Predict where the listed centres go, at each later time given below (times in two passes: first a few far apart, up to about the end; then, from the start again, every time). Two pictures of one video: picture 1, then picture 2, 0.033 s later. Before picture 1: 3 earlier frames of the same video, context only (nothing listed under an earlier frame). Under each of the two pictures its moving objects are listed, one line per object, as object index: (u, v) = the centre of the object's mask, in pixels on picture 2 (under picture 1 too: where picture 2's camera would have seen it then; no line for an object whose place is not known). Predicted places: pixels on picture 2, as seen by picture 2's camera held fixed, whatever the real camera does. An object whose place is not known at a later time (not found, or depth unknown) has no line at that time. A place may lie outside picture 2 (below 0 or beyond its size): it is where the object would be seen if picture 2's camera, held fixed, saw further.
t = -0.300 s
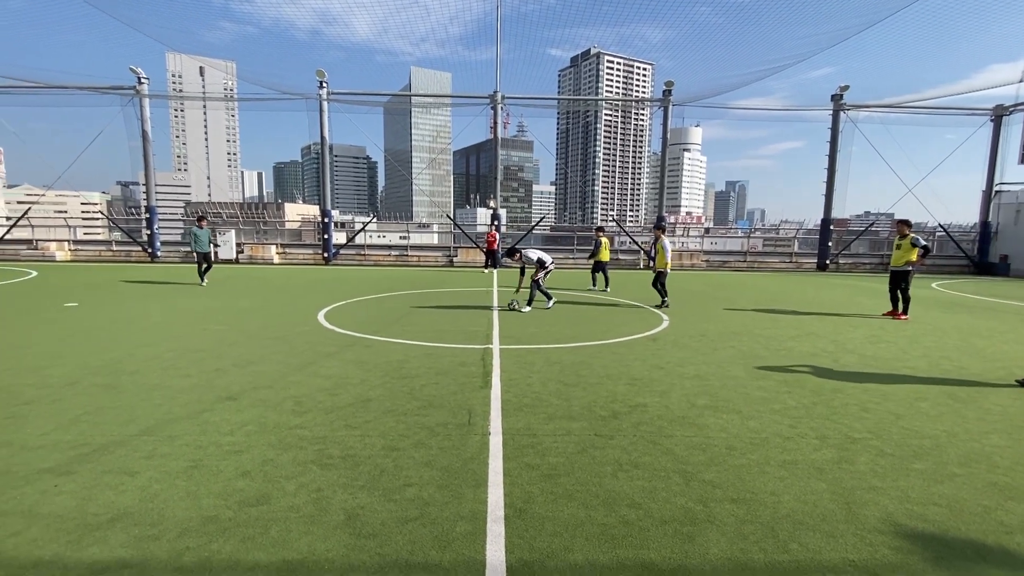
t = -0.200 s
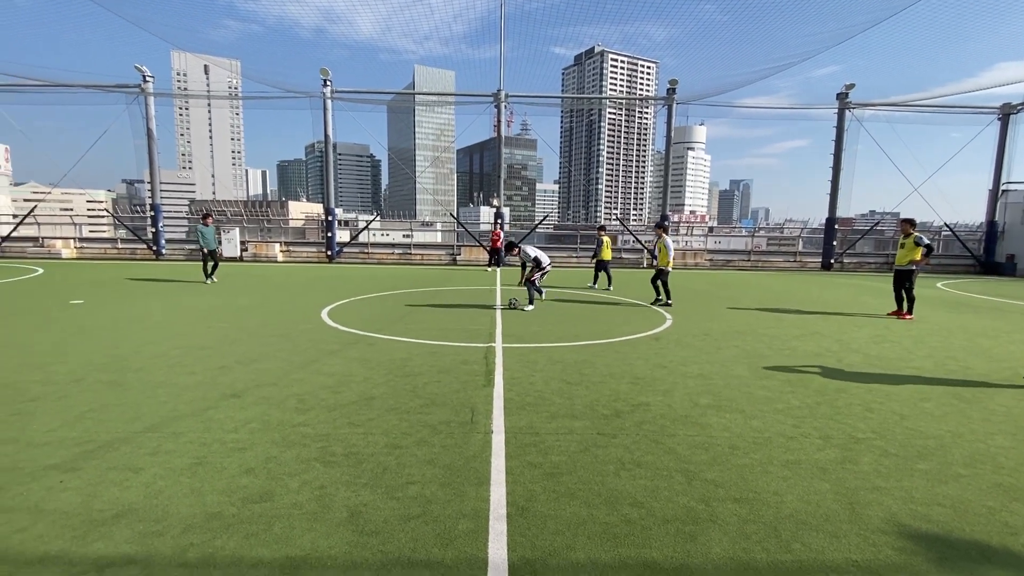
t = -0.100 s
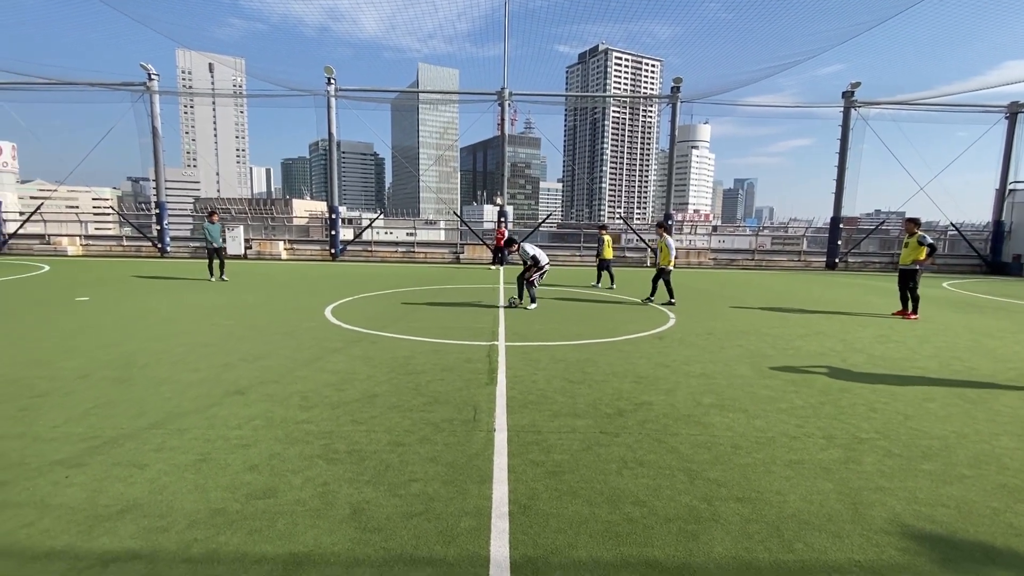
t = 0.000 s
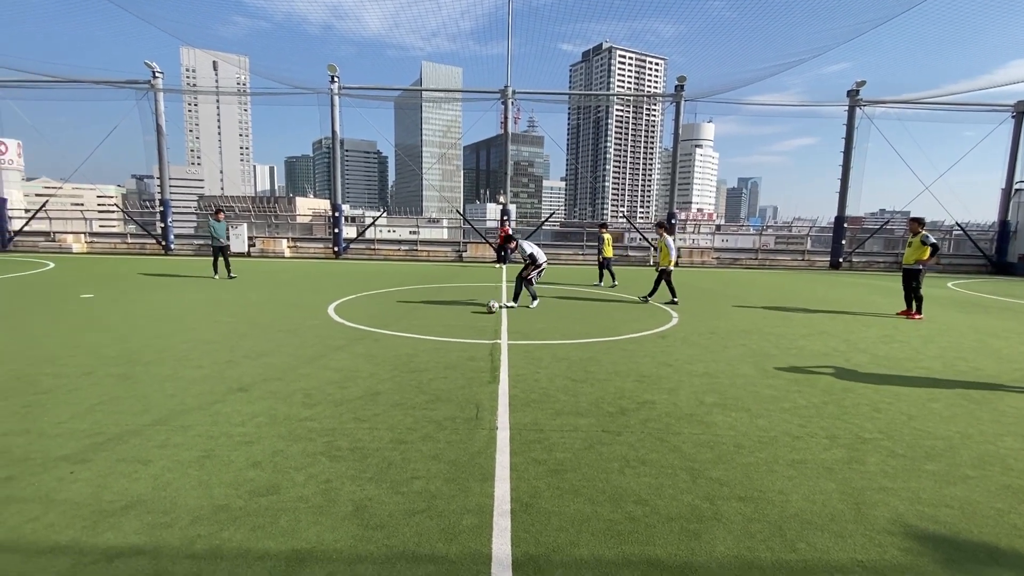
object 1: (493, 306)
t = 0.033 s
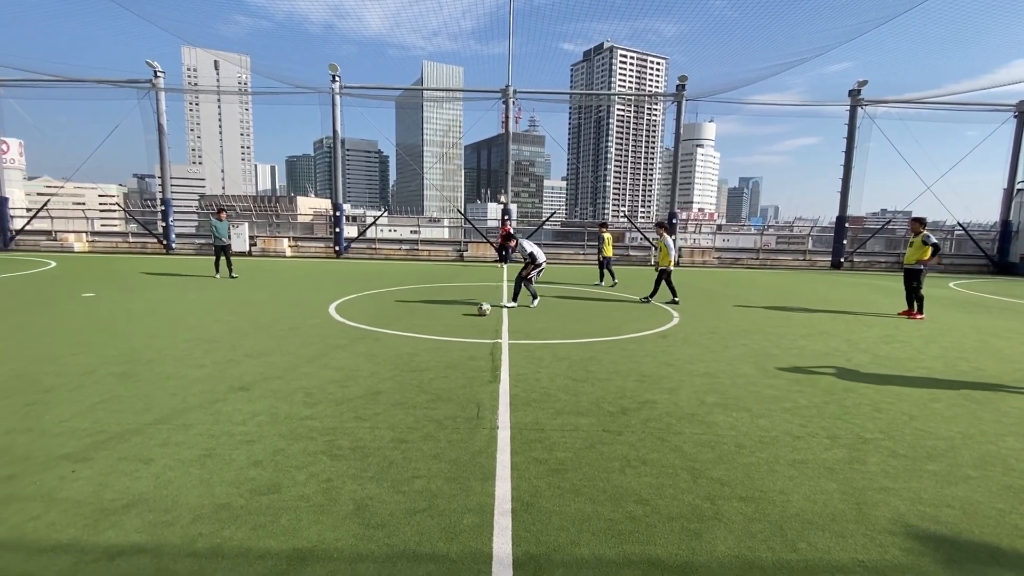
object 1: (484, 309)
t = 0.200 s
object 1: (431, 324)
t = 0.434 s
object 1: (330, 354)
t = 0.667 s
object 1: (181, 396)
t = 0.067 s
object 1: (474, 312)
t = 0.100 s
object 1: (464, 315)
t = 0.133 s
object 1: (454, 318)
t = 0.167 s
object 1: (442, 321)
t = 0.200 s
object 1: (431, 324)
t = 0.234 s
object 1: (419, 328)
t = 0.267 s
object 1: (406, 332)
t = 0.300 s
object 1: (393, 335)
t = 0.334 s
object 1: (379, 340)
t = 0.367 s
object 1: (363, 344)
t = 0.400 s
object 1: (347, 349)
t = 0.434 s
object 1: (330, 354)
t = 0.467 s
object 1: (312, 359)
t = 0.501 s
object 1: (294, 364)
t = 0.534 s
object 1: (273, 369)
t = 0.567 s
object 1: (252, 375)
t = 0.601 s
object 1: (229, 382)
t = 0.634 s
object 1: (206, 389)
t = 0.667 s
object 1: (181, 396)
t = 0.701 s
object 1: (154, 404)
